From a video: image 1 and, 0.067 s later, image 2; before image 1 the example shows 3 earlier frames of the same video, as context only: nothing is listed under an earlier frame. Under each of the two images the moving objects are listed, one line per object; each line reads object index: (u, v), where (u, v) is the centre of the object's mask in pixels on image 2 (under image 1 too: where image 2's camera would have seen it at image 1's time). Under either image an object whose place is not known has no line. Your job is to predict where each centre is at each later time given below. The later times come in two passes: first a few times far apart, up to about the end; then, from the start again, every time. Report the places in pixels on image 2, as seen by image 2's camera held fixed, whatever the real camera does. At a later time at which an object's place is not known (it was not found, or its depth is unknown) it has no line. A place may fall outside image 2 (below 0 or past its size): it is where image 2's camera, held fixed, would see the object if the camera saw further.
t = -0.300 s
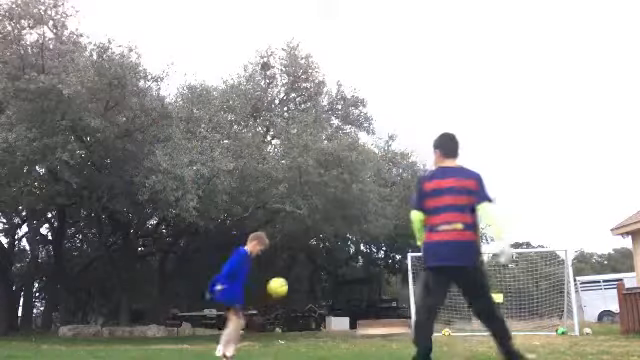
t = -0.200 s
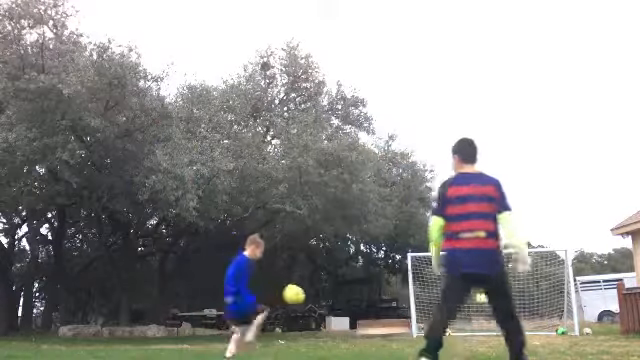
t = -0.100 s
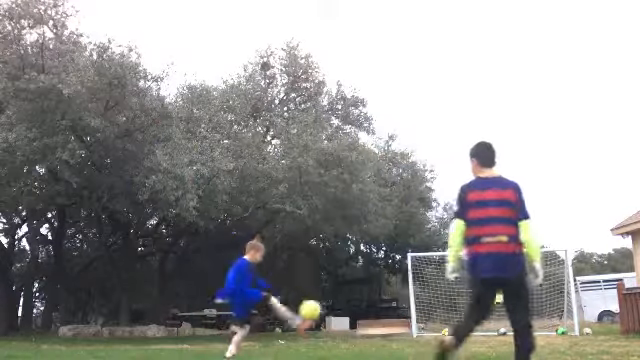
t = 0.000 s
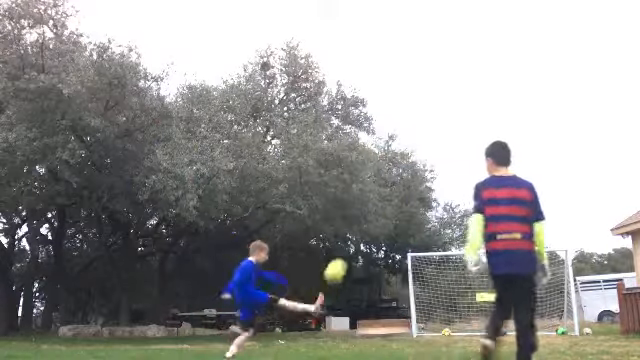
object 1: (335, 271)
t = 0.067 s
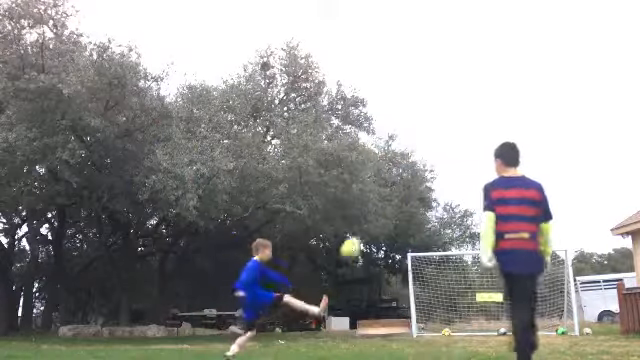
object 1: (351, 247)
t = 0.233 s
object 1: (388, 211)
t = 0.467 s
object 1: (437, 200)
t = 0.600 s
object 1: (464, 212)
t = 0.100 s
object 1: (359, 237)
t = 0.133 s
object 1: (366, 230)
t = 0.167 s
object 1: (373, 222)
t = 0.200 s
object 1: (381, 216)
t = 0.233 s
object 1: (388, 211)
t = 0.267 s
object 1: (396, 207)
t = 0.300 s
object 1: (403, 204)
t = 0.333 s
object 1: (410, 201)
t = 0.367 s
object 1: (418, 200)
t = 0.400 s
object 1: (424, 199)
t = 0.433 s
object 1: (430, 199)
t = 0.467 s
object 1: (437, 200)
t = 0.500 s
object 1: (439, 202)
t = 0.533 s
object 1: (447, 202)
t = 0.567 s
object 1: (454, 204)
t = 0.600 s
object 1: (464, 212)
